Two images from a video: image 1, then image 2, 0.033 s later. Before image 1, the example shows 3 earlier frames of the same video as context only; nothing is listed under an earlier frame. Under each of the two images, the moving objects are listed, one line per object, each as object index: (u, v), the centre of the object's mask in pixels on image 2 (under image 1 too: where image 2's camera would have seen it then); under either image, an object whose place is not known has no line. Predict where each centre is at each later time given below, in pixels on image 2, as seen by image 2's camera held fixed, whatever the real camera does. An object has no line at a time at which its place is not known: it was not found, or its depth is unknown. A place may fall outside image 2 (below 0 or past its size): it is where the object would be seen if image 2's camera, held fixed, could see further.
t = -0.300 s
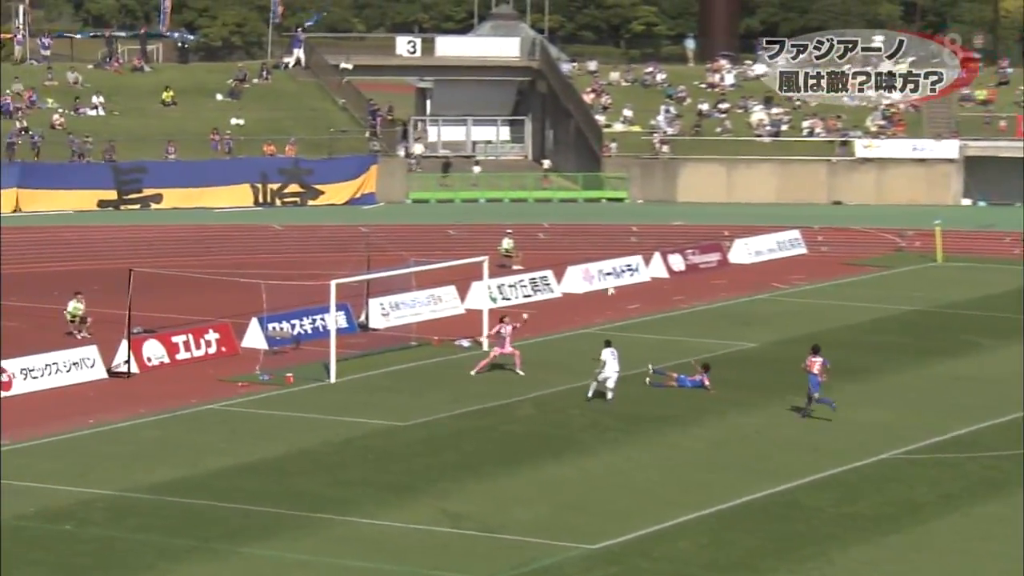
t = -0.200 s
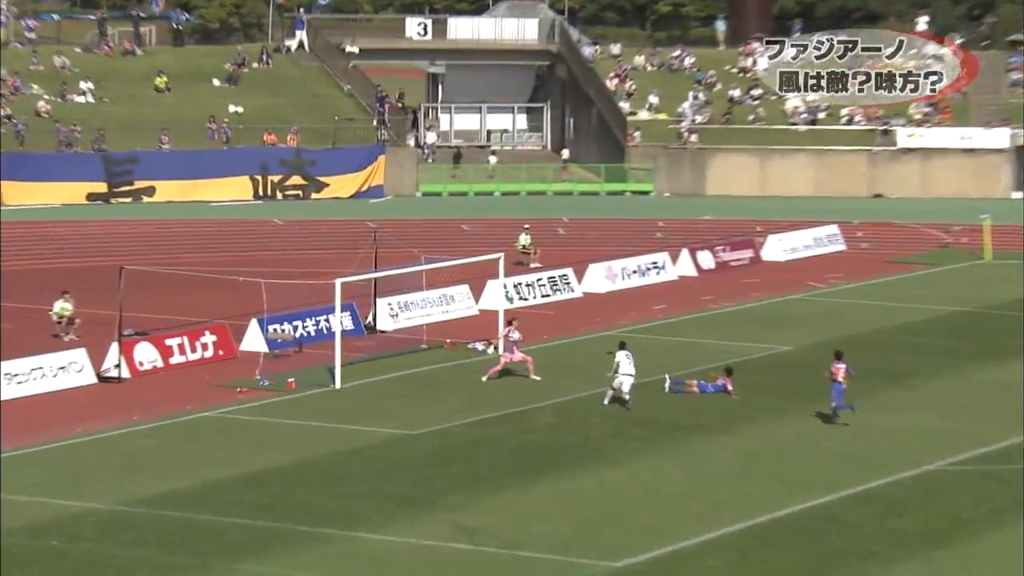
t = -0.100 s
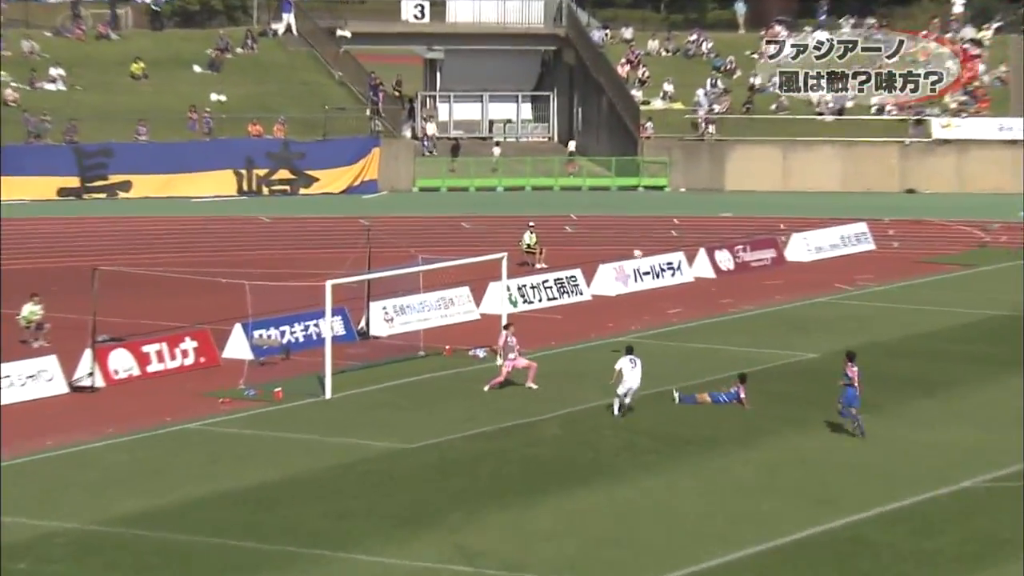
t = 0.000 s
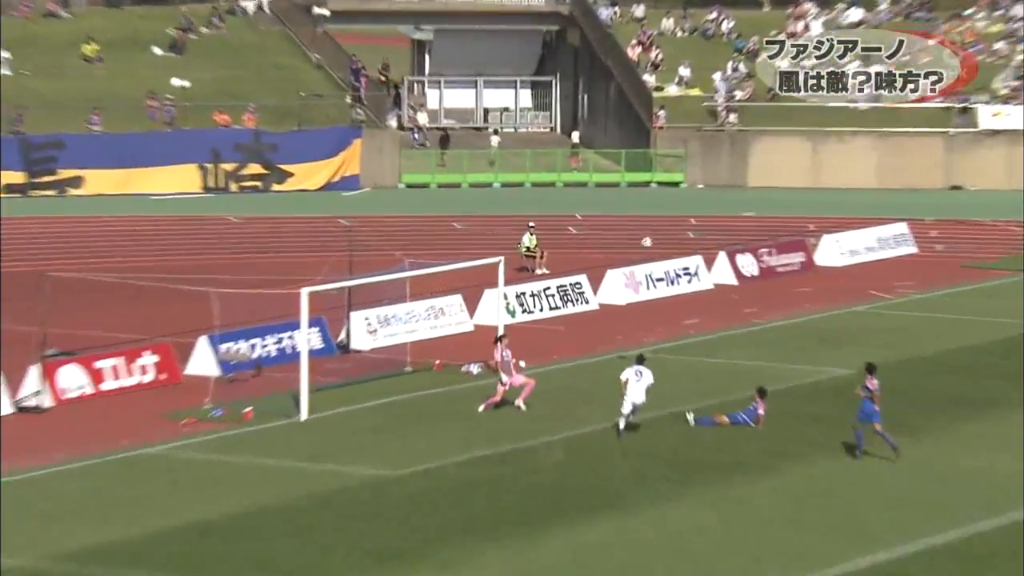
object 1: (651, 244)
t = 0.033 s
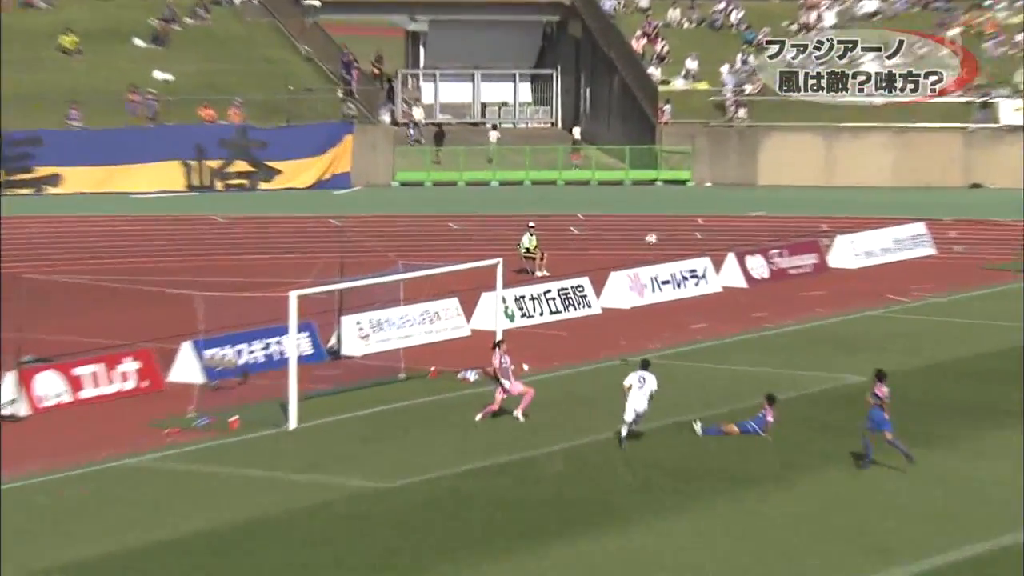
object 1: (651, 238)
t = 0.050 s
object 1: (651, 235)
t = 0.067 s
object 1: (650, 231)
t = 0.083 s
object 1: (650, 229)
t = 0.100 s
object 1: (650, 226)
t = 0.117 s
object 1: (651, 224)
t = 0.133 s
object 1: (650, 219)
